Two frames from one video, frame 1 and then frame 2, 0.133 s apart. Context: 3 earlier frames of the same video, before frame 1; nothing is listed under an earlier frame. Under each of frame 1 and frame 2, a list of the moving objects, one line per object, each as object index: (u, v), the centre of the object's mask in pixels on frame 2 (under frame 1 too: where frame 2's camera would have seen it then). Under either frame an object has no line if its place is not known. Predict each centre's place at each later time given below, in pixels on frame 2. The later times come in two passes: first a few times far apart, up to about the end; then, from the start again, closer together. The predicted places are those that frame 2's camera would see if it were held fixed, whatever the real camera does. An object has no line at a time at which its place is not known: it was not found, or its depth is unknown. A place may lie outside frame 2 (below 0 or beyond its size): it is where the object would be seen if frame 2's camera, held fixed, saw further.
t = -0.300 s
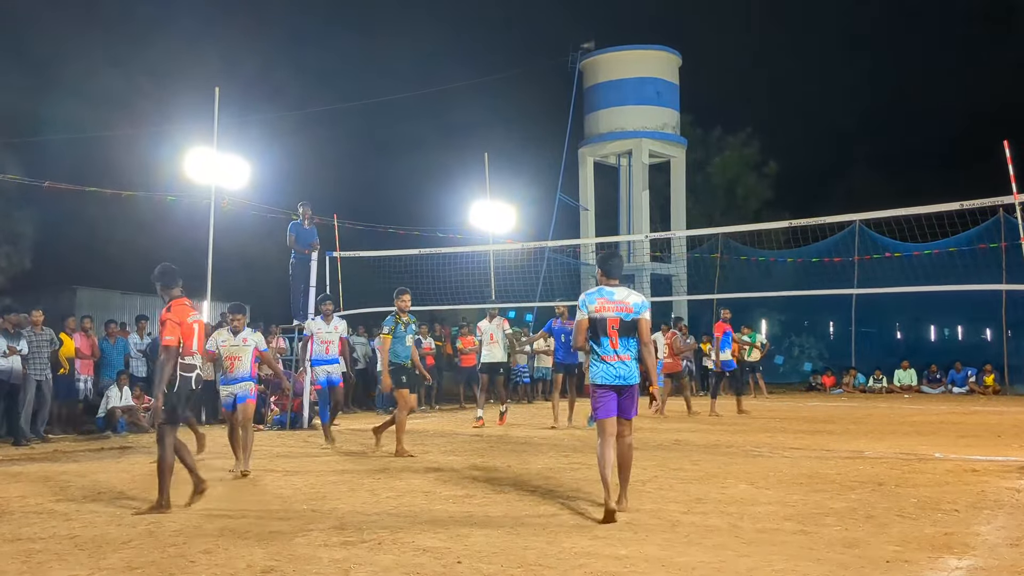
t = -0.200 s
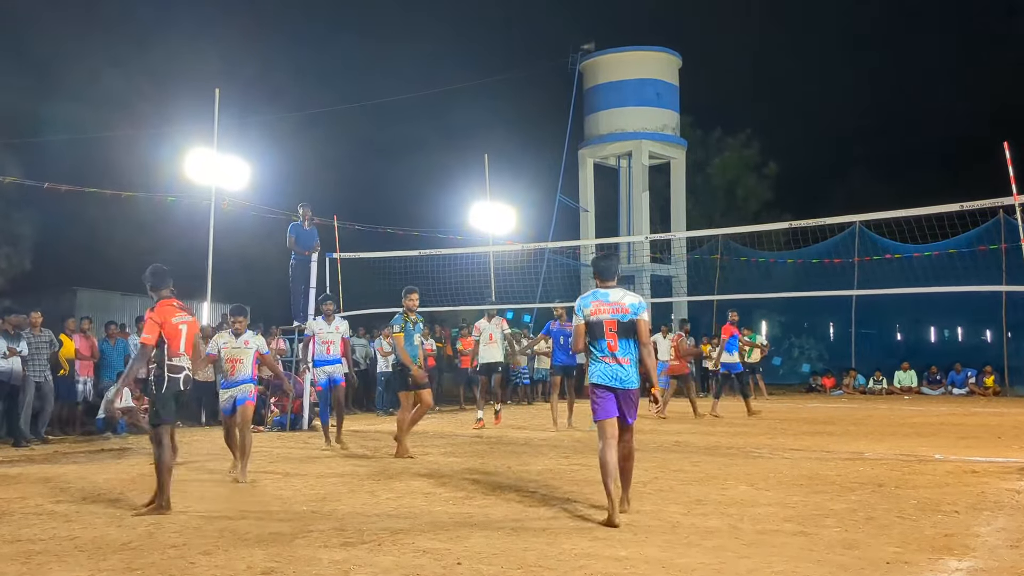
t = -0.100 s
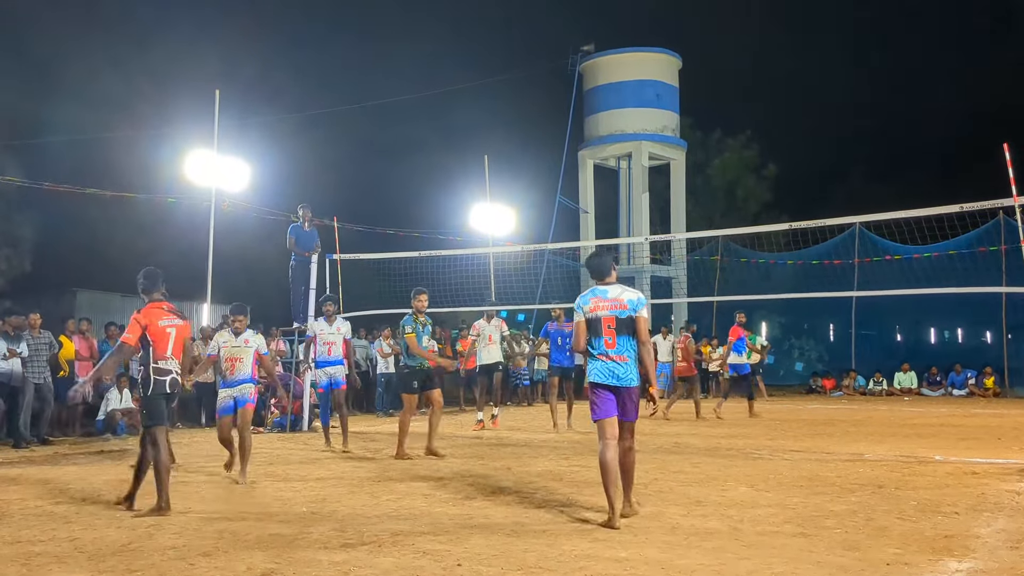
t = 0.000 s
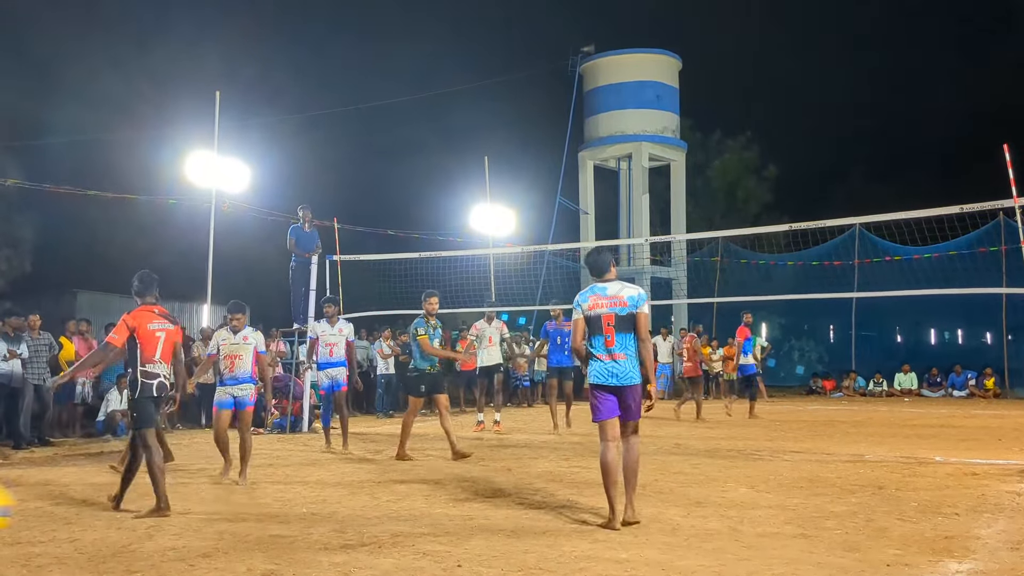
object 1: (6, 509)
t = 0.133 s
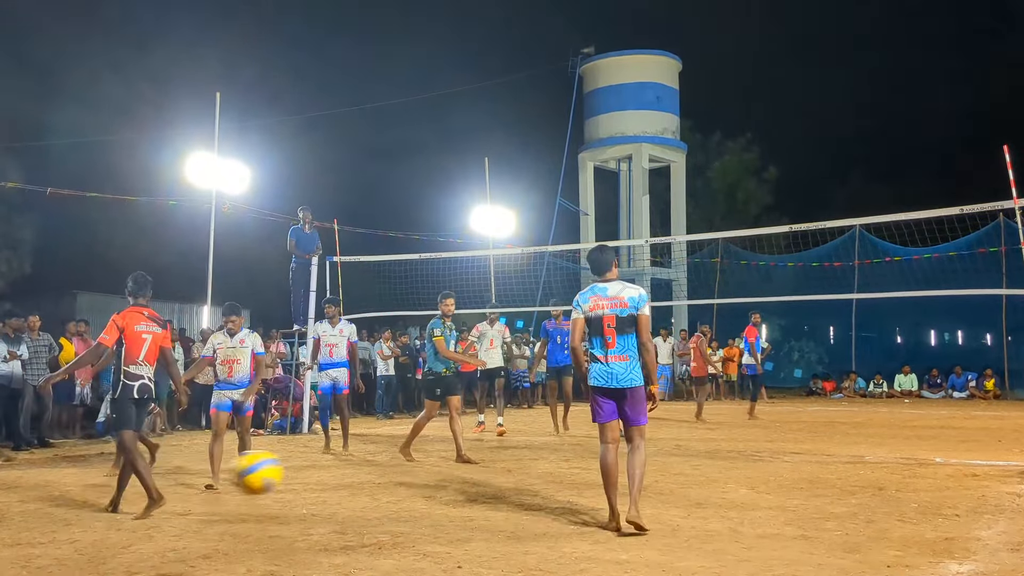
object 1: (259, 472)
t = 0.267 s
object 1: (431, 483)
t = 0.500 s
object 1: (592, 460)
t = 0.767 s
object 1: (706, 456)
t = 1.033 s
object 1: (790, 434)
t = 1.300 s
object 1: (854, 447)
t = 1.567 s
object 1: (896, 398)
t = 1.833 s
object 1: (932, 411)
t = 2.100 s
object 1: (967, 423)
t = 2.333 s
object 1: (1000, 422)
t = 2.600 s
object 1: (1030, 420)
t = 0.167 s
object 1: (308, 470)
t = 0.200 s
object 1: (355, 472)
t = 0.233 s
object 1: (396, 476)
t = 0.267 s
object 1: (431, 483)
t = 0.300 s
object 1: (465, 491)
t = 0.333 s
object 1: (496, 500)
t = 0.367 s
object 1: (524, 509)
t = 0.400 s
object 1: (544, 495)
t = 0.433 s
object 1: (561, 482)
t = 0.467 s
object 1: (579, 469)
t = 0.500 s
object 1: (592, 460)
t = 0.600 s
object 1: (647, 446)
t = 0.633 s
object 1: (656, 445)
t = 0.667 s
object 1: (669, 445)
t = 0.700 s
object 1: (682, 448)
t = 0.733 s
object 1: (695, 451)
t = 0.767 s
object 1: (706, 456)
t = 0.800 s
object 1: (718, 462)
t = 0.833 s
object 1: (729, 469)
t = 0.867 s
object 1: (739, 472)
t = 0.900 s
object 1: (750, 461)
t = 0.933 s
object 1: (761, 451)
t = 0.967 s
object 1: (772, 444)
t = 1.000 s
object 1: (781, 438)
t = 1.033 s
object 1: (790, 434)
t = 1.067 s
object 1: (799, 431)
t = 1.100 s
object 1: (807, 430)
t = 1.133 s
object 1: (815, 430)
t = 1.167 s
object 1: (824, 431)
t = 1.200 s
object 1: (832, 433)
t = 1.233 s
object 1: (839, 437)
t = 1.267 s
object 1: (847, 441)
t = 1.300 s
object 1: (854, 447)
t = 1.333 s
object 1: (861, 445)
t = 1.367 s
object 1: (866, 434)
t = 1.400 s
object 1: (871, 424)
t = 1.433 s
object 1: (877, 417)
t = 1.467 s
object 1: (881, 410)
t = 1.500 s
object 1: (886, 405)
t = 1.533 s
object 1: (891, 401)
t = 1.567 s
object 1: (896, 398)
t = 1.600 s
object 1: (901, 397)
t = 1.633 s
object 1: (905, 396)
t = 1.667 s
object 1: (910, 396)
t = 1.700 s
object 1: (915, 397)
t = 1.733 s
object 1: (919, 399)
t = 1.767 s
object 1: (923, 402)
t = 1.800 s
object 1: (926, 406)
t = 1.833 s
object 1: (932, 411)
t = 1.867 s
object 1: (935, 417)
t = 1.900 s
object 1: (939, 424)
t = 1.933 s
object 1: (943, 431)
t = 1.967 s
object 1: (948, 432)
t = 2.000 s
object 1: (953, 429)
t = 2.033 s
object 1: (957, 426)
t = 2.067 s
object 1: (963, 423)
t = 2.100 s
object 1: (967, 423)
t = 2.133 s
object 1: (972, 423)
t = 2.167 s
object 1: (977, 424)
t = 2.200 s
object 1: (981, 426)
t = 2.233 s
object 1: (986, 427)
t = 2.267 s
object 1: (991, 425)
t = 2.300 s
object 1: (996, 423)
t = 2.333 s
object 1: (1000, 422)
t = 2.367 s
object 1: (1005, 422)
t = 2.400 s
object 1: (1009, 423)
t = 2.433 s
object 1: (1014, 424)
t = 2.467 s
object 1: (1018, 422)
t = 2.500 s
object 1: (1021, 419)
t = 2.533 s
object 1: (1025, 418)
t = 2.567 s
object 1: (1028, 418)
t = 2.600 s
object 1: (1030, 420)
